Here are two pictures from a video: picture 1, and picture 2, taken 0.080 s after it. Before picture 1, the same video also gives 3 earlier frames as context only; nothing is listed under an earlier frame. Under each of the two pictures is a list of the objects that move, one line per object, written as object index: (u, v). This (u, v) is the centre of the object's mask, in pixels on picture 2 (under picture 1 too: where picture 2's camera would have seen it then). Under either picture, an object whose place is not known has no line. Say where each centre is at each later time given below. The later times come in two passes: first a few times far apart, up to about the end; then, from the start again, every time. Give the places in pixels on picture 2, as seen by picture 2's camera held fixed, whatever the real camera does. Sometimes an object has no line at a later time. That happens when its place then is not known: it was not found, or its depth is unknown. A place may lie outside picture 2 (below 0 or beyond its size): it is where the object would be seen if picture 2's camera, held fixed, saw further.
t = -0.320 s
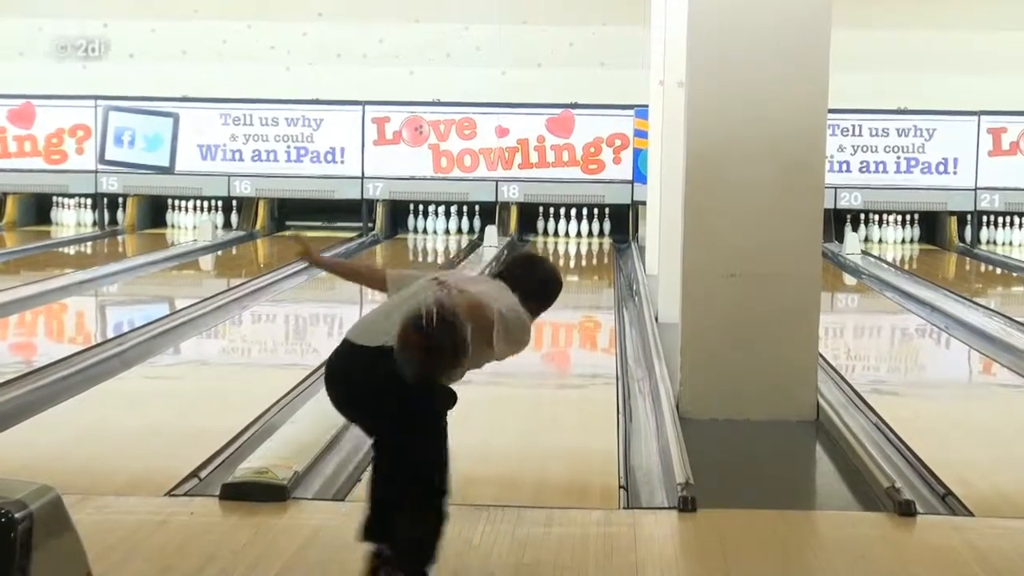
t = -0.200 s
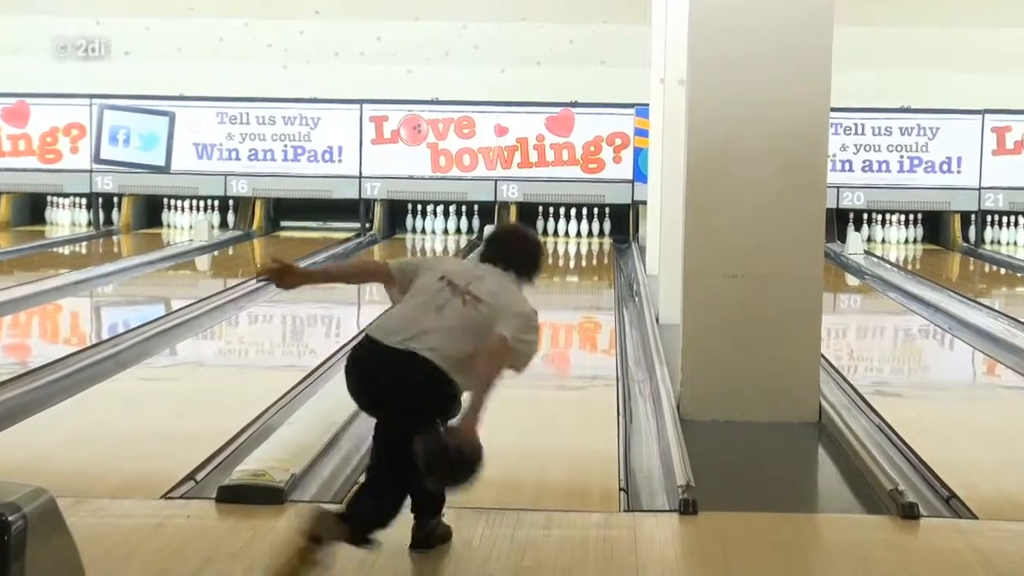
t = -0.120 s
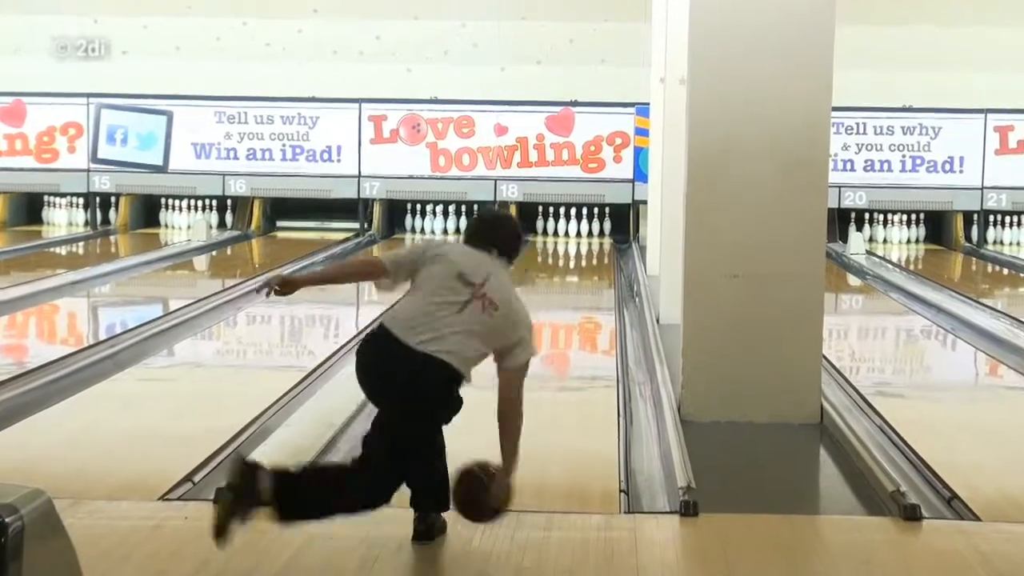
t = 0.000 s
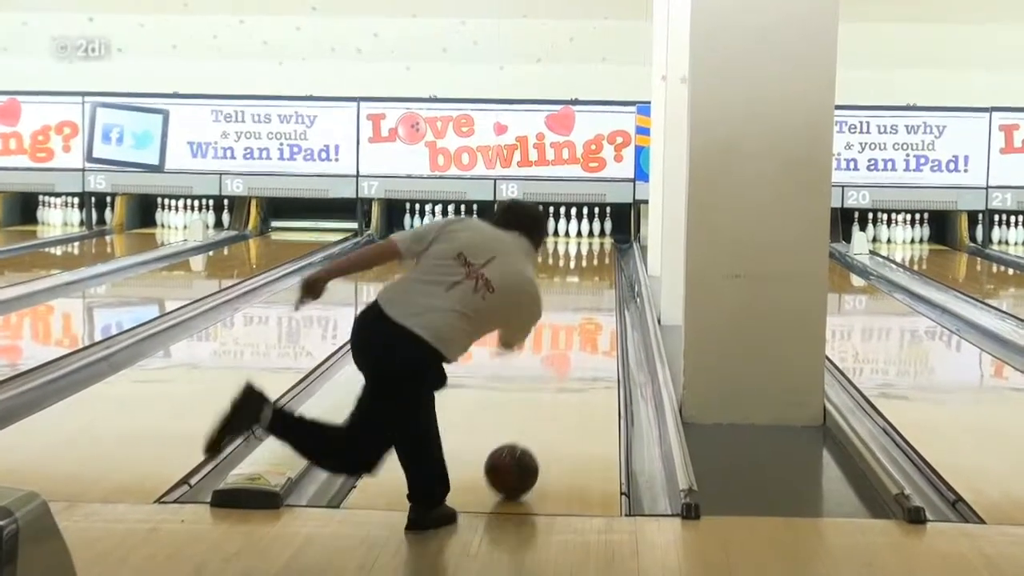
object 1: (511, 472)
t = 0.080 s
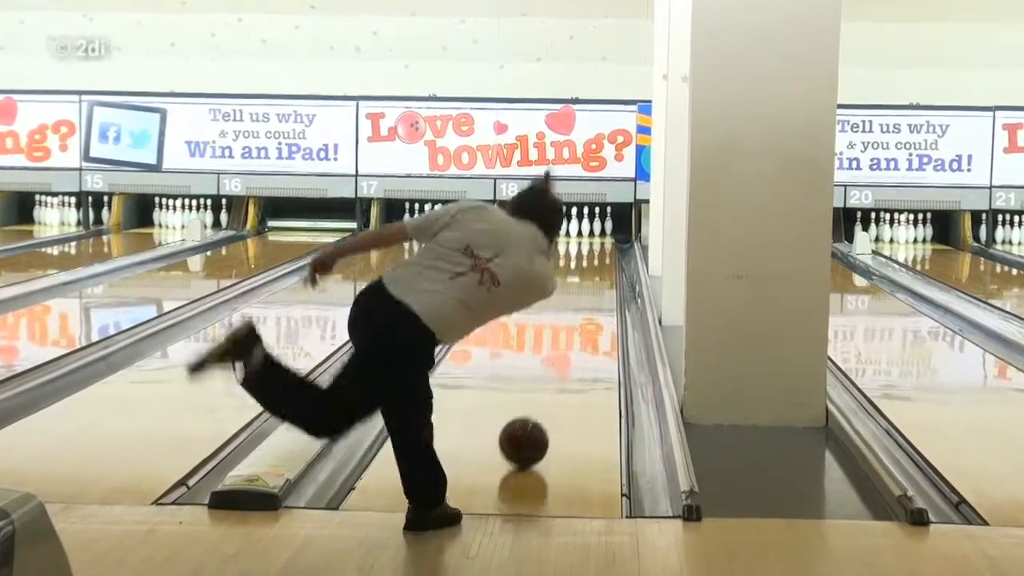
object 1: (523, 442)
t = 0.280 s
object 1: (547, 387)
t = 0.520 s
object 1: (565, 343)
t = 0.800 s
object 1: (581, 308)
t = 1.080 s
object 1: (590, 283)
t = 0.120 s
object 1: (529, 430)
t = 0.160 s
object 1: (534, 418)
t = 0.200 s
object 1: (538, 407)
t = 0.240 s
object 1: (543, 397)
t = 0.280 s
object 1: (547, 387)
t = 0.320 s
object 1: (550, 379)
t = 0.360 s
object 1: (553, 370)
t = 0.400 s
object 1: (557, 363)
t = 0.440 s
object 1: (560, 356)
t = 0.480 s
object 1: (562, 349)
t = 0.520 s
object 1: (565, 343)
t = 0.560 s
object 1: (568, 337)
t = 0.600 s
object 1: (570, 332)
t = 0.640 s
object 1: (572, 326)
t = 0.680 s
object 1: (574, 322)
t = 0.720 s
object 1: (576, 317)
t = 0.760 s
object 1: (578, 312)
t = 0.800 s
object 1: (581, 308)
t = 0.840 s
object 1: (583, 304)
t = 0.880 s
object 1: (585, 301)
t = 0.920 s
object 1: (585, 297)
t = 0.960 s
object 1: (587, 293)
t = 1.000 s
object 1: (587, 289)
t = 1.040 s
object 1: (589, 286)
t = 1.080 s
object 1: (590, 283)
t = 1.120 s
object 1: (591, 280)
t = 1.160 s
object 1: (592, 277)
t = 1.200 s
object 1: (593, 273)
